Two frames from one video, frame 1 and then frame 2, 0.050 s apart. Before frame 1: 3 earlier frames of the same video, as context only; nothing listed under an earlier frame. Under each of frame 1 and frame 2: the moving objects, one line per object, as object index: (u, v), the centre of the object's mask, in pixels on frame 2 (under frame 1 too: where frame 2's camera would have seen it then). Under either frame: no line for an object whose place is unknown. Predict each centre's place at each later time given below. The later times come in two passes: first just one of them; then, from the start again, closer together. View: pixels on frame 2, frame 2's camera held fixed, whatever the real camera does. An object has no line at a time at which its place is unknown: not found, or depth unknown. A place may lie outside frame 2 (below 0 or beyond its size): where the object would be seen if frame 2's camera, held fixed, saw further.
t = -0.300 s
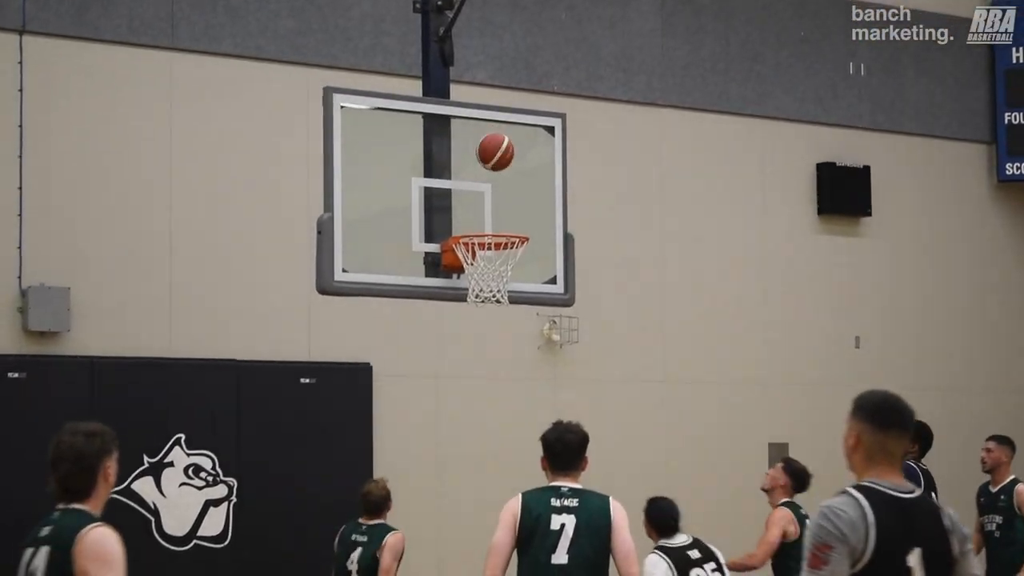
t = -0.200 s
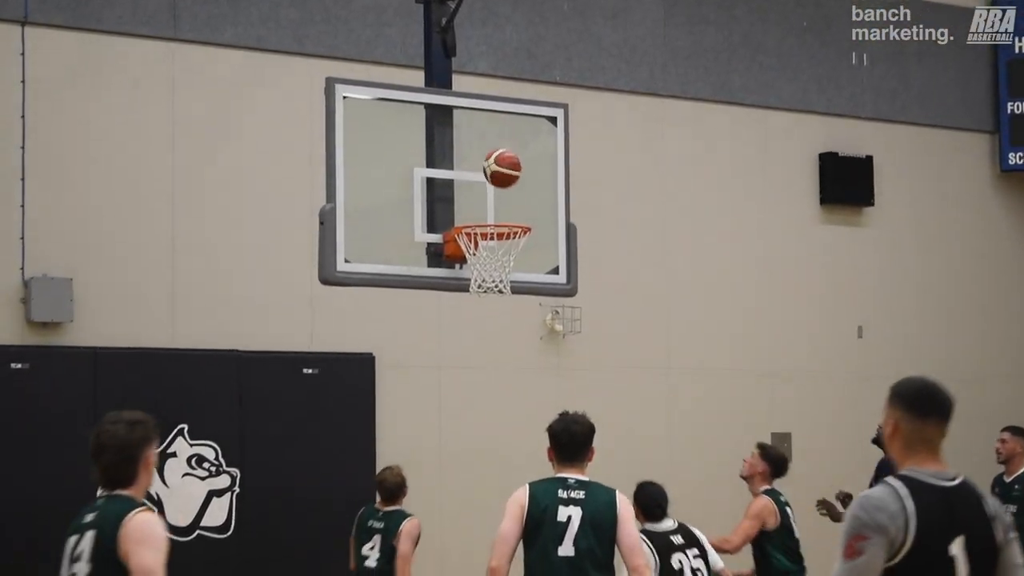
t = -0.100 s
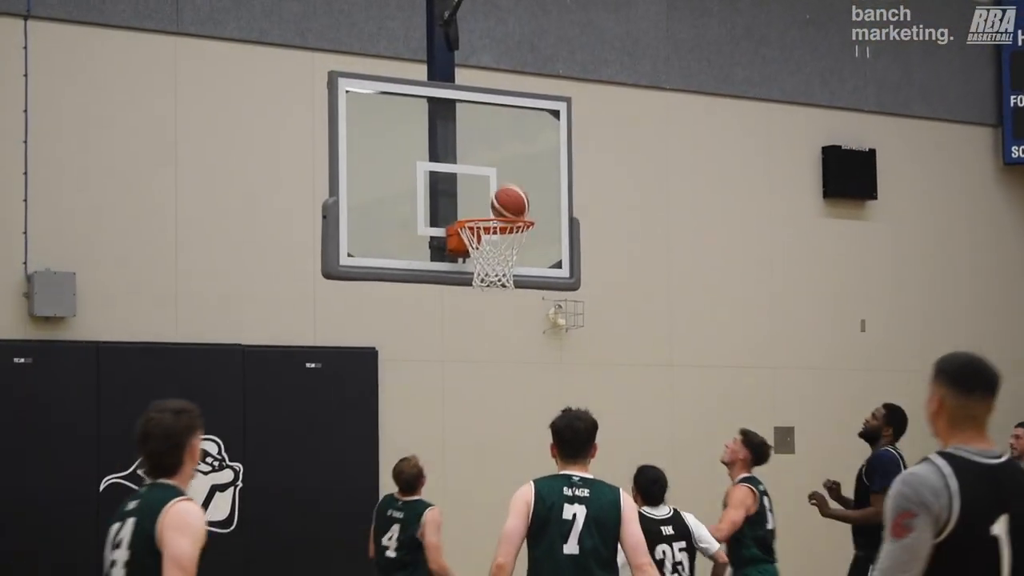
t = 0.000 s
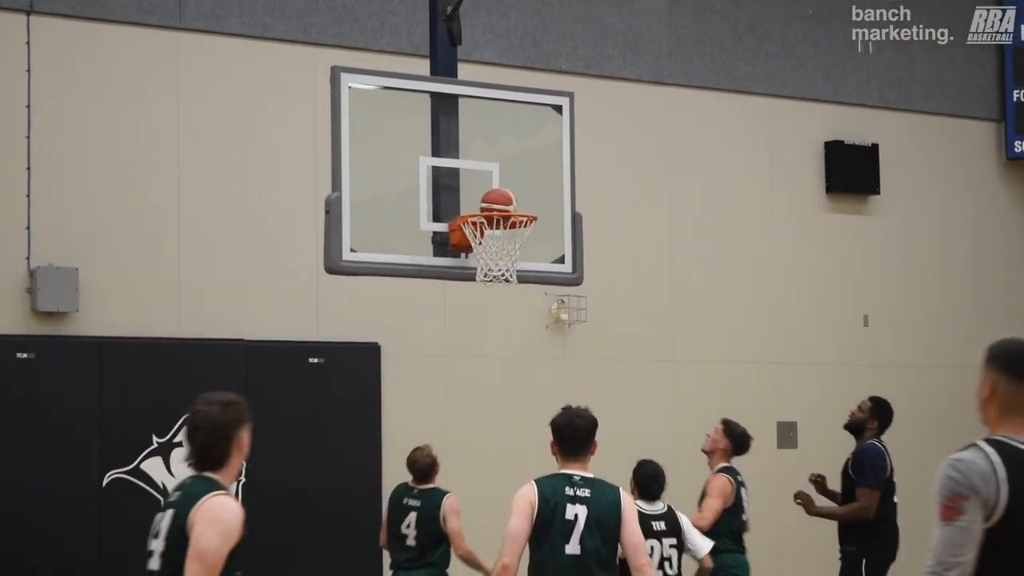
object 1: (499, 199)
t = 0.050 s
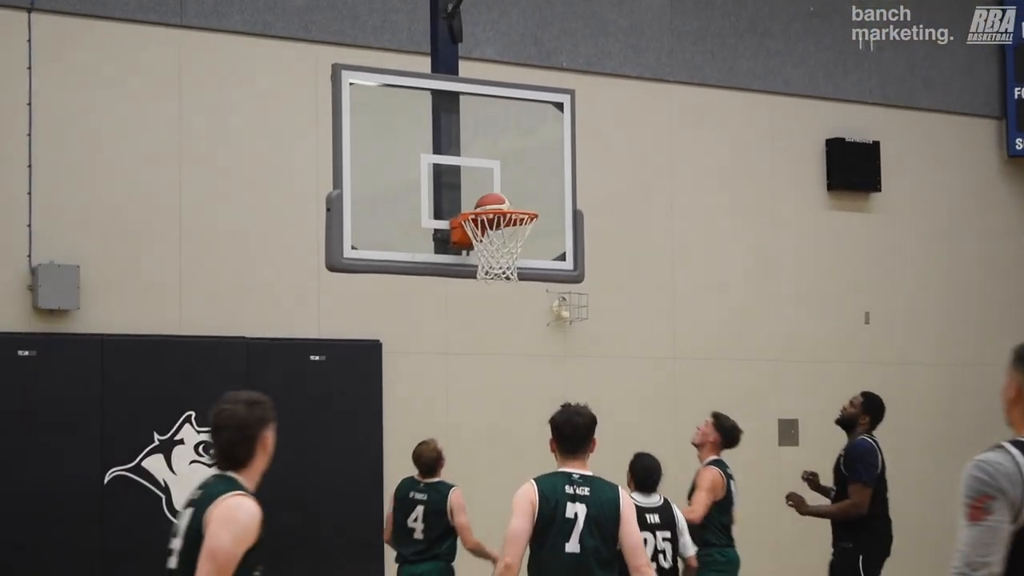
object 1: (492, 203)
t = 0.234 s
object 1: (497, 204)
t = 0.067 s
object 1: (492, 202)
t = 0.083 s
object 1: (493, 201)
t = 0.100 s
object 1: (493, 201)
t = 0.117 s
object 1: (494, 201)
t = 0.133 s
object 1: (494, 202)
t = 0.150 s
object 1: (495, 201)
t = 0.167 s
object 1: (495, 202)
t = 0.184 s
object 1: (496, 203)
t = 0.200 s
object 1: (496, 203)
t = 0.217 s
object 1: (496, 204)
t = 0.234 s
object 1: (497, 204)
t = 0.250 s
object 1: (498, 206)
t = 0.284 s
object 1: (500, 221)
